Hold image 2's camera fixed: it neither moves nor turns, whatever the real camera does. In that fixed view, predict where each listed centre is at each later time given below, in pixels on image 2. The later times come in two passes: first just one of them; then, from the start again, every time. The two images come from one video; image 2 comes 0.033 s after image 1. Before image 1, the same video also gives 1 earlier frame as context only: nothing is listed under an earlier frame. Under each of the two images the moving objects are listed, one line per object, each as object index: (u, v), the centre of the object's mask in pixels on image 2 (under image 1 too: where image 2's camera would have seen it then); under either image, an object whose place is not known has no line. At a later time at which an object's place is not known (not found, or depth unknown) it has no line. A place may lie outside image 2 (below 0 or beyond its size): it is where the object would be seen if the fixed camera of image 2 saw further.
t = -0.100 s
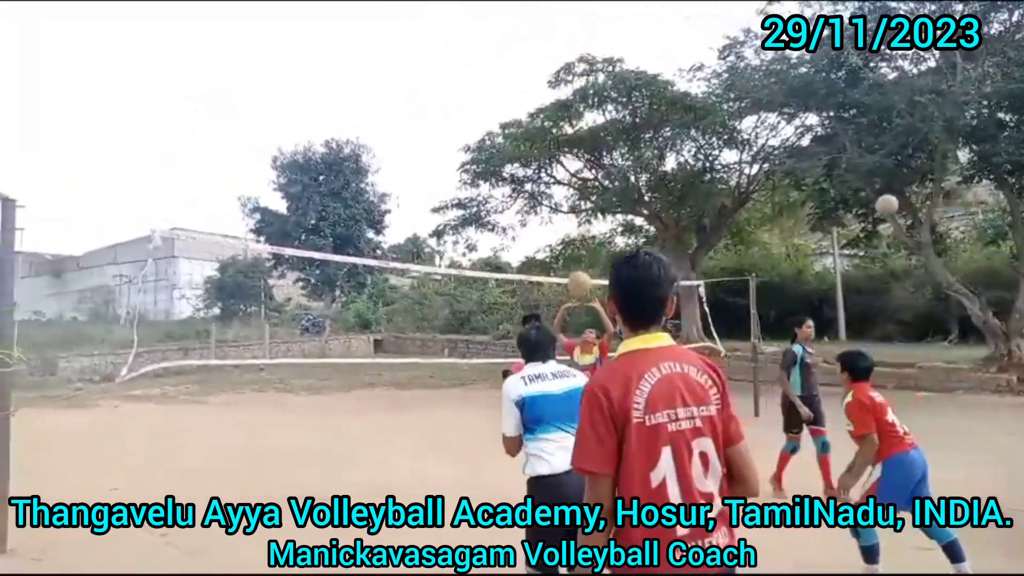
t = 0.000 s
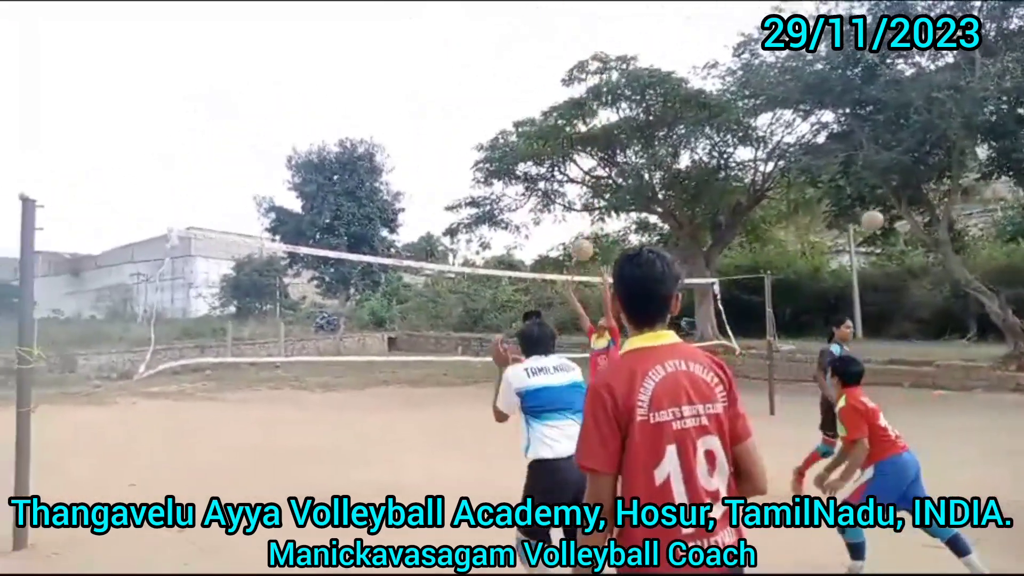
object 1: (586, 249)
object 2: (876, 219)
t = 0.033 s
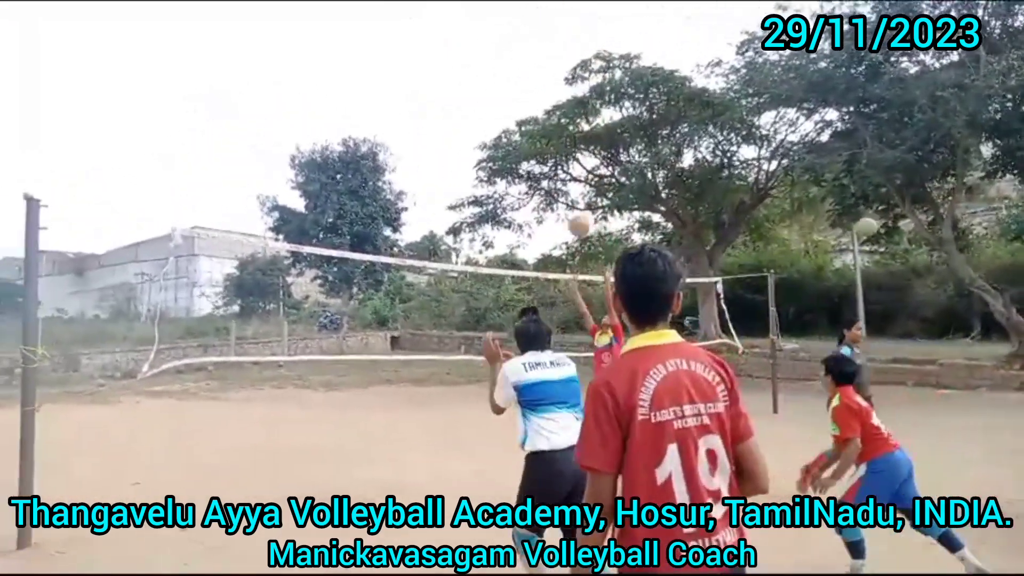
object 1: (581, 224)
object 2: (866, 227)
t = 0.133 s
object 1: (564, 163)
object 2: (839, 255)
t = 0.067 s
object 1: (573, 204)
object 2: (856, 235)
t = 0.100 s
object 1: (568, 184)
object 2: (847, 244)
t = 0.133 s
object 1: (564, 163)
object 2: (839, 255)
